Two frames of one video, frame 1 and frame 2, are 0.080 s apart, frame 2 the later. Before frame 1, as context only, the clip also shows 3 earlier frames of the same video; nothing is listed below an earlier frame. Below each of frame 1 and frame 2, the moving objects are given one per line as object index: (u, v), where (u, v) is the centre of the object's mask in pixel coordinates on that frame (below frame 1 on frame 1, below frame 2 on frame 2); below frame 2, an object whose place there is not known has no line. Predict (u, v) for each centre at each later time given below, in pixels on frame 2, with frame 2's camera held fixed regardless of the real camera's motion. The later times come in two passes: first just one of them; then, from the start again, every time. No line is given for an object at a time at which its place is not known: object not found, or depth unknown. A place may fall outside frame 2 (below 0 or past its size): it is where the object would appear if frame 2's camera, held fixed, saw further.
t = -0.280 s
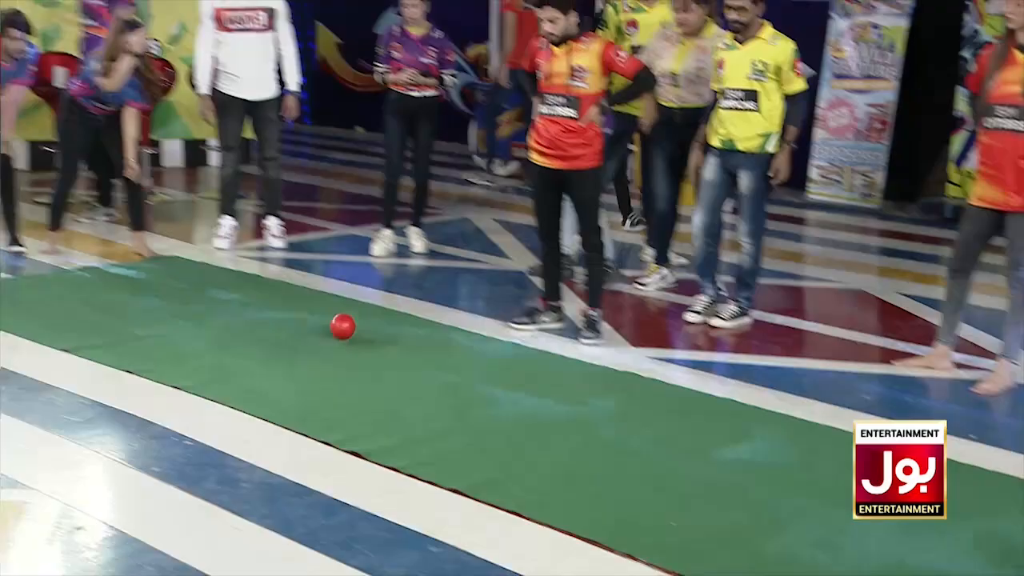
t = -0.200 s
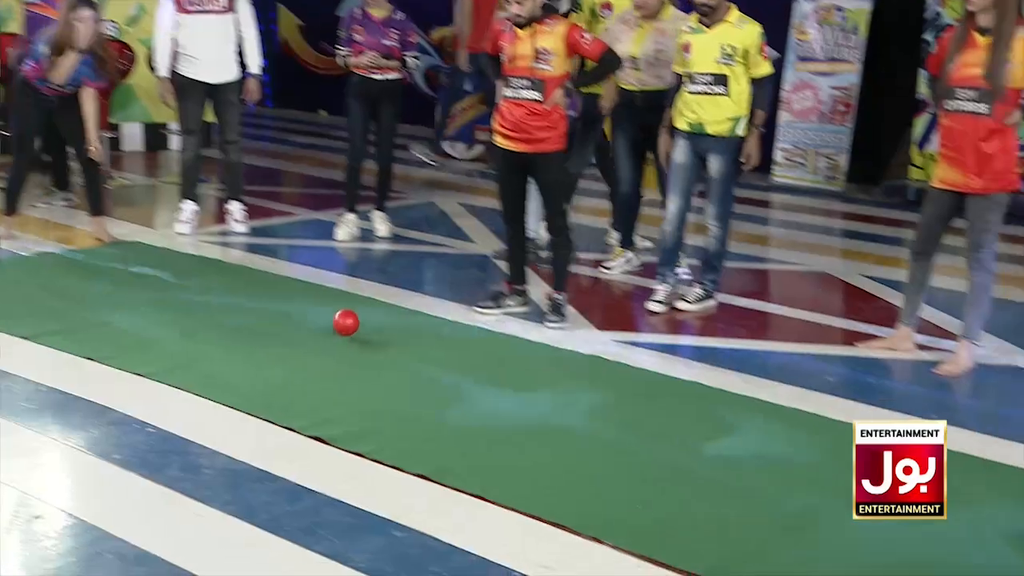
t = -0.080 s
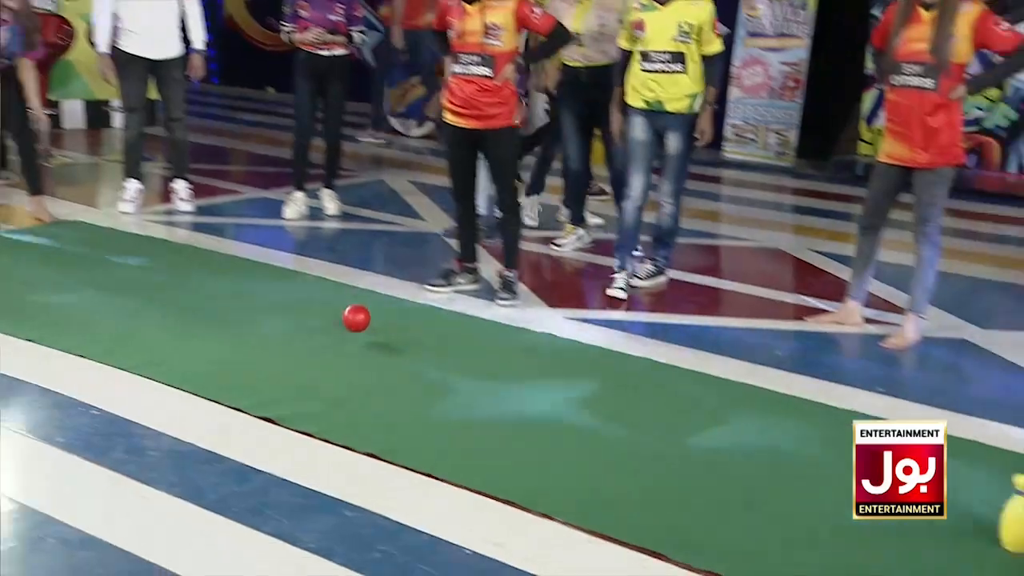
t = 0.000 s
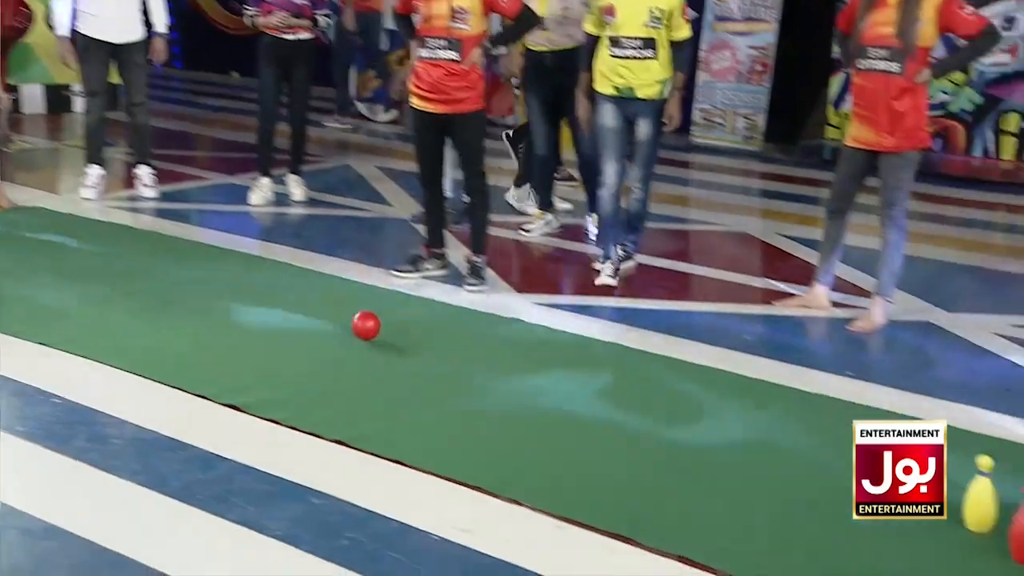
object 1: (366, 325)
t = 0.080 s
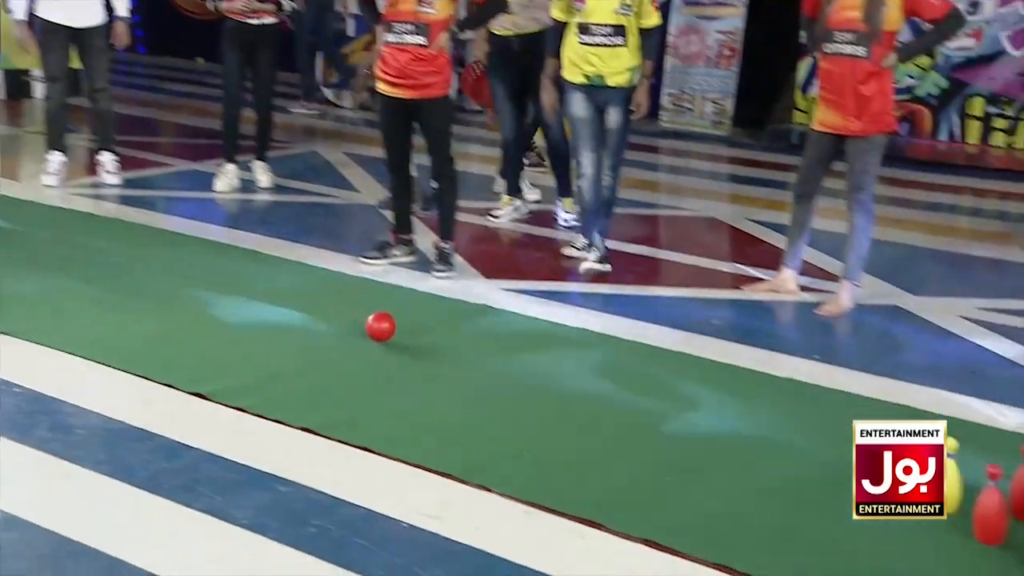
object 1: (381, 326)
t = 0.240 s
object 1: (475, 356)
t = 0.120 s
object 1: (404, 335)
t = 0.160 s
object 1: (428, 345)
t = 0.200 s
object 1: (451, 349)
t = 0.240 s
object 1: (475, 356)
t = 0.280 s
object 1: (500, 369)
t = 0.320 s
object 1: (524, 373)
